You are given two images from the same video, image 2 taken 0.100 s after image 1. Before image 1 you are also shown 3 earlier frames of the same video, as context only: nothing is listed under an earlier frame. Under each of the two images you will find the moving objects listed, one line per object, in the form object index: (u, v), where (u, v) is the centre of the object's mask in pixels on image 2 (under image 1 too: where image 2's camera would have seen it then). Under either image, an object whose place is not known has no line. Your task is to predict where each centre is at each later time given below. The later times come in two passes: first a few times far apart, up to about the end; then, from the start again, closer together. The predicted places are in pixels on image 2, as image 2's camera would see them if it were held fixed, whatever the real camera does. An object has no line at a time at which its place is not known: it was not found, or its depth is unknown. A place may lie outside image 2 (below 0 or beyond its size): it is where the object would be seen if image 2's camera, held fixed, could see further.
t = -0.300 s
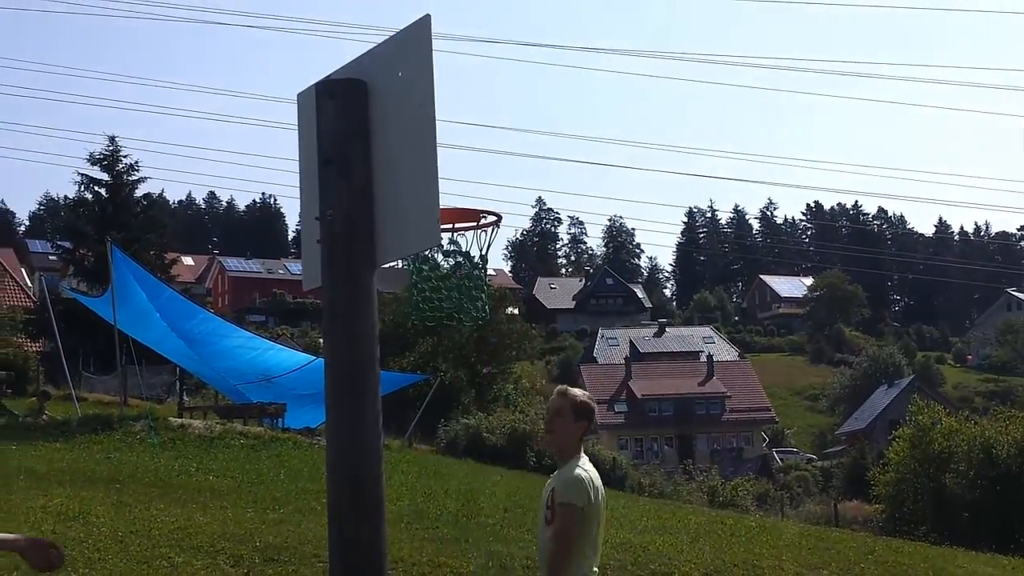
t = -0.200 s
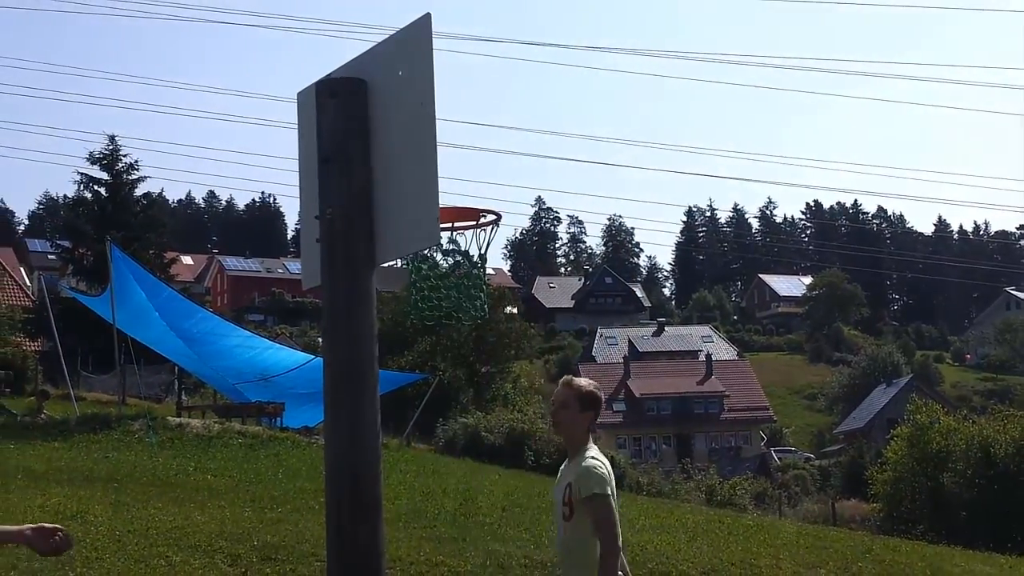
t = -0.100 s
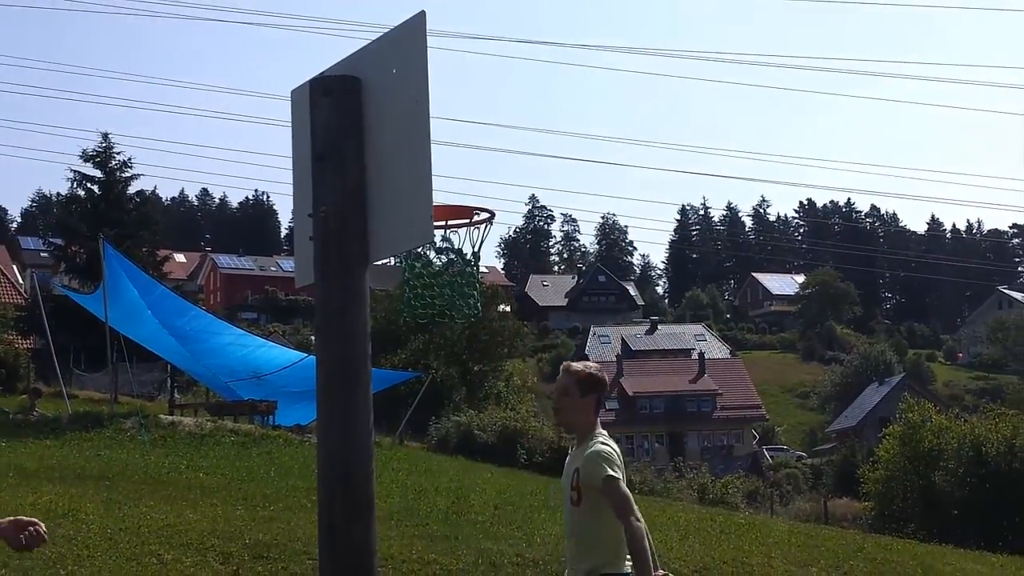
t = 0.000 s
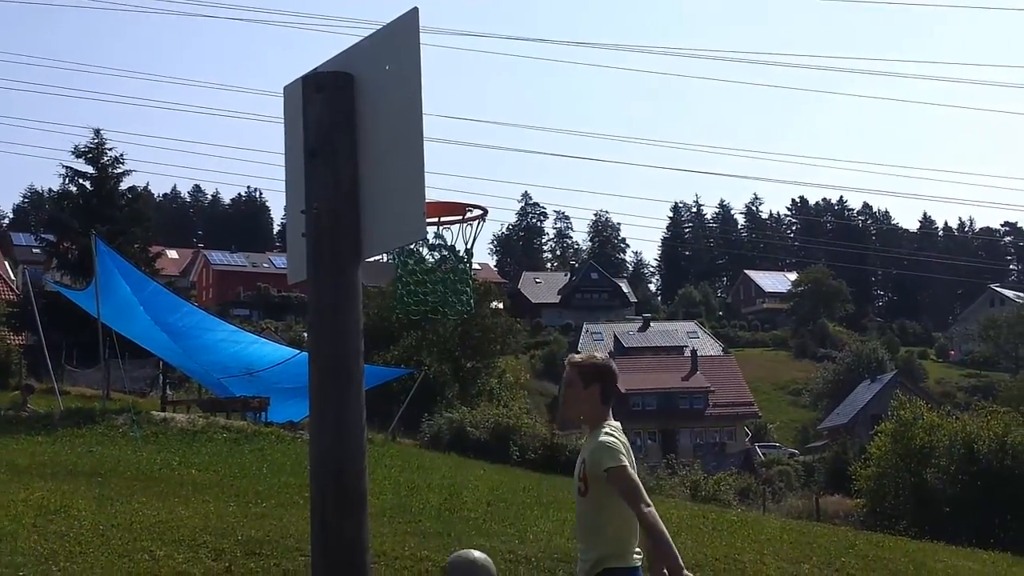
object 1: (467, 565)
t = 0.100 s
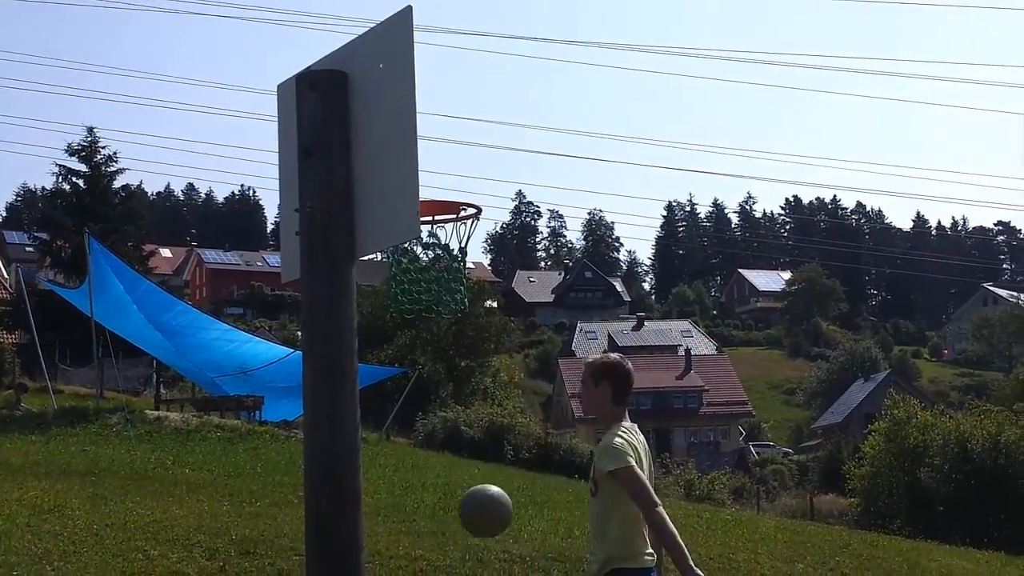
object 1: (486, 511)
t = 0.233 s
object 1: (513, 460)
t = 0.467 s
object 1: (567, 466)
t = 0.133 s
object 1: (491, 495)
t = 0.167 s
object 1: (498, 481)
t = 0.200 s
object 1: (506, 469)
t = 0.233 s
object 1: (513, 460)
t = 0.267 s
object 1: (520, 453)
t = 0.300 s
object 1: (530, 448)
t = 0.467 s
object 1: (567, 466)
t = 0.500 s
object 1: (577, 476)
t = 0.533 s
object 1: (585, 488)
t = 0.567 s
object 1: (592, 505)
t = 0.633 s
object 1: (610, 540)
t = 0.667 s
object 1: (620, 563)
